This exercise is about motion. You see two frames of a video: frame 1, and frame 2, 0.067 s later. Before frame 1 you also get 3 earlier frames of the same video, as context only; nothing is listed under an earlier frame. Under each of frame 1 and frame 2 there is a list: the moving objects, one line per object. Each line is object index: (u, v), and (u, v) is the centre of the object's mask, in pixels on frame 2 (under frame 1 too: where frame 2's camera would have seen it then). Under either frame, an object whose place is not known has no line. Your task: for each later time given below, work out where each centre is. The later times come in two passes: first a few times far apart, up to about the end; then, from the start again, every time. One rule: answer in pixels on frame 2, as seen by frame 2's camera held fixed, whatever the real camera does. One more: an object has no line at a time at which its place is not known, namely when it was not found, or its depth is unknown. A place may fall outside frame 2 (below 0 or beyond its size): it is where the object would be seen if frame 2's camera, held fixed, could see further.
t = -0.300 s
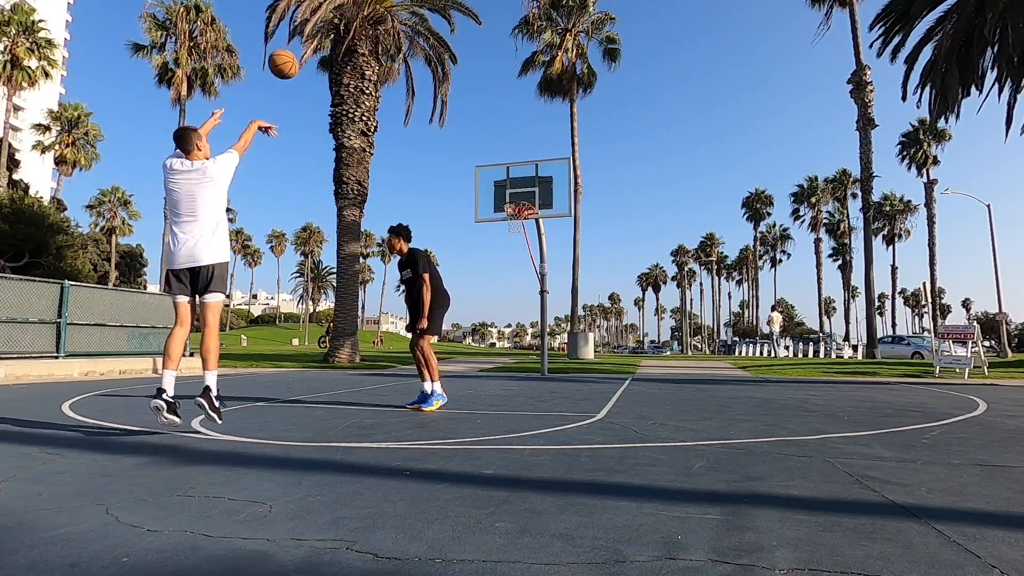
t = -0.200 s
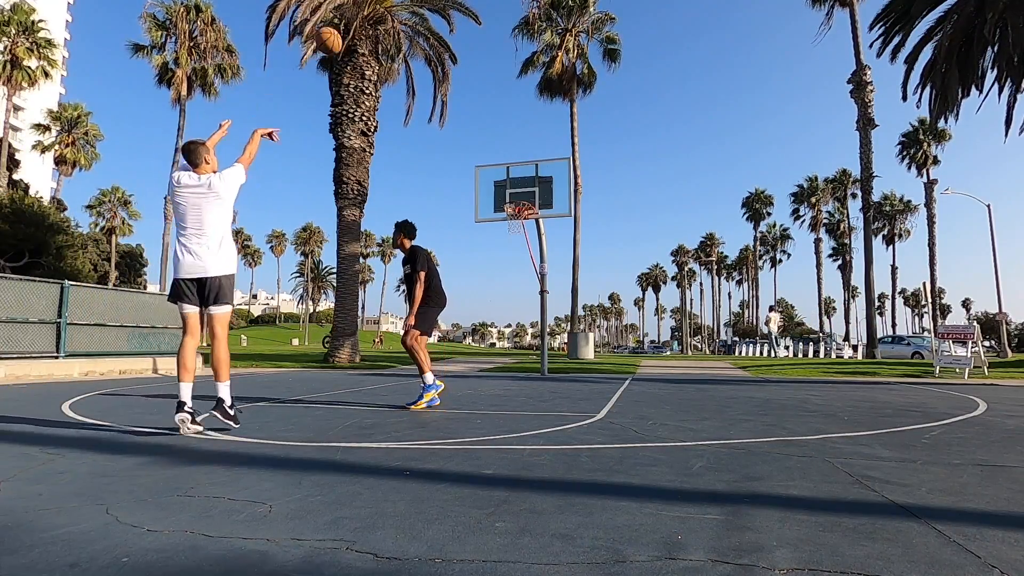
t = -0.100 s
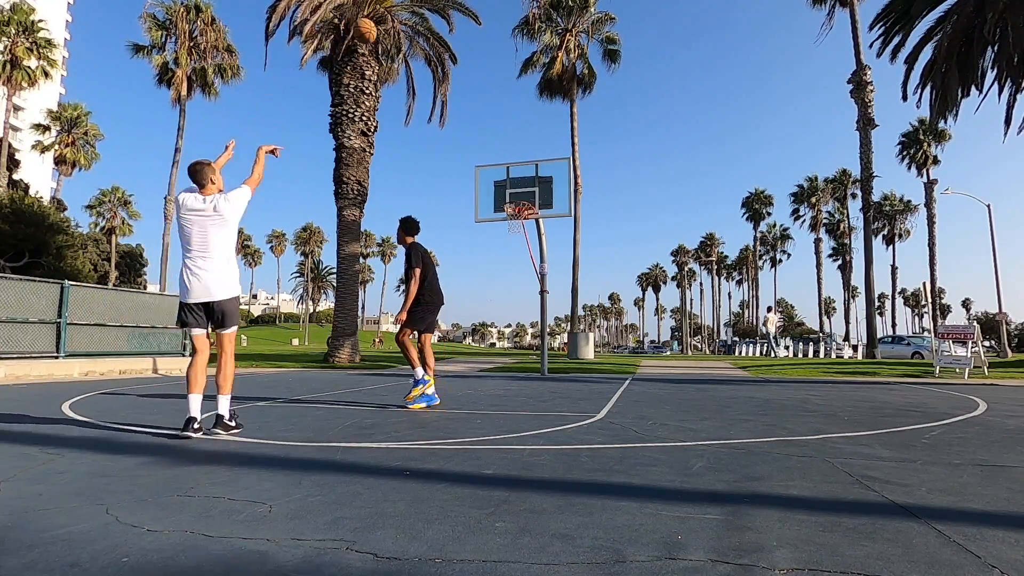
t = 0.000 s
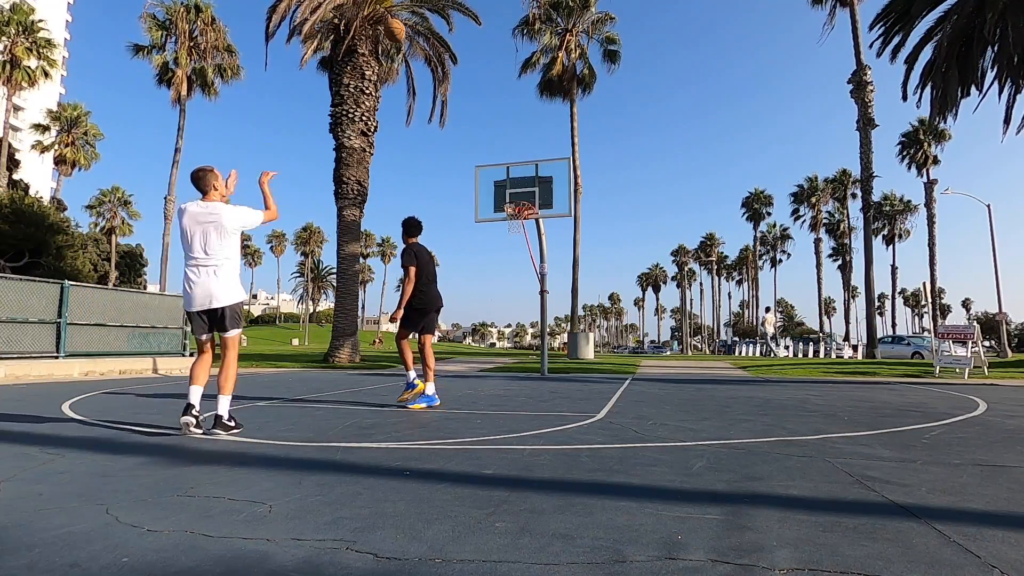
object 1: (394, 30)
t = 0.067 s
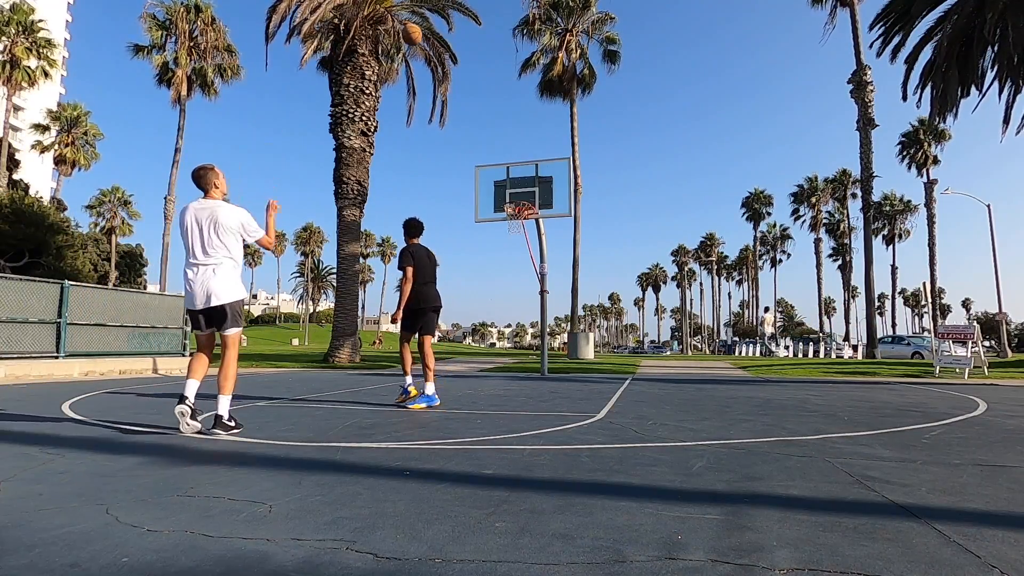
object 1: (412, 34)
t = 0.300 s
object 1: (459, 67)
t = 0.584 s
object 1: (500, 137)
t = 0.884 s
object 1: (516, 184)
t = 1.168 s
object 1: (479, 150)
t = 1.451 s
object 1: (429, 165)
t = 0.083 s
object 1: (415, 36)
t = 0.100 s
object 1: (419, 37)
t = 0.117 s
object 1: (423, 39)
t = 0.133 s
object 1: (427, 41)
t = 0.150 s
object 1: (430, 43)
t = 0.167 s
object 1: (434, 44)
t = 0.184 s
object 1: (437, 47)
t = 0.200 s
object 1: (440, 49)
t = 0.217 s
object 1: (443, 52)
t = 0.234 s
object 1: (447, 55)
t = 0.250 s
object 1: (450, 58)
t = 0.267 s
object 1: (453, 60)
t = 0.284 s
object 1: (456, 64)
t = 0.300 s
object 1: (459, 67)
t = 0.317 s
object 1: (462, 71)
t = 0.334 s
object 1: (464, 74)
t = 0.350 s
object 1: (467, 78)
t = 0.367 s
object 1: (470, 82)
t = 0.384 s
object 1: (472, 85)
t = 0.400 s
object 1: (475, 89)
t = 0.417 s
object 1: (478, 93)
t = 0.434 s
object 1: (480, 97)
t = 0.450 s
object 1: (482, 101)
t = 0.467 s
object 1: (485, 105)
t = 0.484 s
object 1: (487, 109)
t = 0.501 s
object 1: (489, 114)
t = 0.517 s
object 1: (491, 118)
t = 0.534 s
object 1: (494, 123)
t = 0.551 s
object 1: (496, 127)
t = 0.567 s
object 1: (498, 132)
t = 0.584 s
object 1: (500, 137)
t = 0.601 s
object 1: (502, 141)
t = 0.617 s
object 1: (504, 147)
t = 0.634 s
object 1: (506, 152)
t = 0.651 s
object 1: (508, 157)
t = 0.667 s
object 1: (510, 162)
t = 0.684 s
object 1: (512, 167)
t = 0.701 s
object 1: (514, 172)
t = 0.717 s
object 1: (516, 178)
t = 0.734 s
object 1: (518, 183)
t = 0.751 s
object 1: (520, 189)
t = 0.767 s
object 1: (523, 194)
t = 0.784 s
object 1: (525, 198)
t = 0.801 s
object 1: (525, 200)
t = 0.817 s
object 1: (523, 197)
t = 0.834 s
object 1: (522, 194)
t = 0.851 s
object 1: (519, 191)
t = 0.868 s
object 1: (518, 187)
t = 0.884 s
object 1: (516, 184)
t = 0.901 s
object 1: (515, 181)
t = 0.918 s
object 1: (512, 179)
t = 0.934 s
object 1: (509, 177)
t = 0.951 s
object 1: (507, 173)
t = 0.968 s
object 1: (505, 170)
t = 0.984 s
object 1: (503, 168)
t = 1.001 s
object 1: (501, 166)
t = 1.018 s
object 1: (499, 163)
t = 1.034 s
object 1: (497, 162)
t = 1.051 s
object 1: (495, 160)
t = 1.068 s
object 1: (493, 158)
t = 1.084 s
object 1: (491, 156)
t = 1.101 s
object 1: (488, 154)
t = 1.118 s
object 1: (486, 153)
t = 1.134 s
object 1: (484, 152)
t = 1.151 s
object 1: (481, 151)
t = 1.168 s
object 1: (479, 150)
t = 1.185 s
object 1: (476, 149)
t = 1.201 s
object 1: (474, 149)
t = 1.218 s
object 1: (471, 148)
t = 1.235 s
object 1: (469, 148)
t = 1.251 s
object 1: (466, 148)
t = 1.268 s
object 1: (464, 148)
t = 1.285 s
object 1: (461, 149)
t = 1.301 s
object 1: (458, 149)
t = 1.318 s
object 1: (455, 150)
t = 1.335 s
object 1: (452, 151)
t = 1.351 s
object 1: (449, 152)
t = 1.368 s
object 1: (446, 154)
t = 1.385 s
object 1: (442, 156)
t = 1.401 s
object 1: (440, 158)
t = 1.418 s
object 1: (436, 160)
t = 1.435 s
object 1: (433, 162)
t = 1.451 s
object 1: (429, 165)
